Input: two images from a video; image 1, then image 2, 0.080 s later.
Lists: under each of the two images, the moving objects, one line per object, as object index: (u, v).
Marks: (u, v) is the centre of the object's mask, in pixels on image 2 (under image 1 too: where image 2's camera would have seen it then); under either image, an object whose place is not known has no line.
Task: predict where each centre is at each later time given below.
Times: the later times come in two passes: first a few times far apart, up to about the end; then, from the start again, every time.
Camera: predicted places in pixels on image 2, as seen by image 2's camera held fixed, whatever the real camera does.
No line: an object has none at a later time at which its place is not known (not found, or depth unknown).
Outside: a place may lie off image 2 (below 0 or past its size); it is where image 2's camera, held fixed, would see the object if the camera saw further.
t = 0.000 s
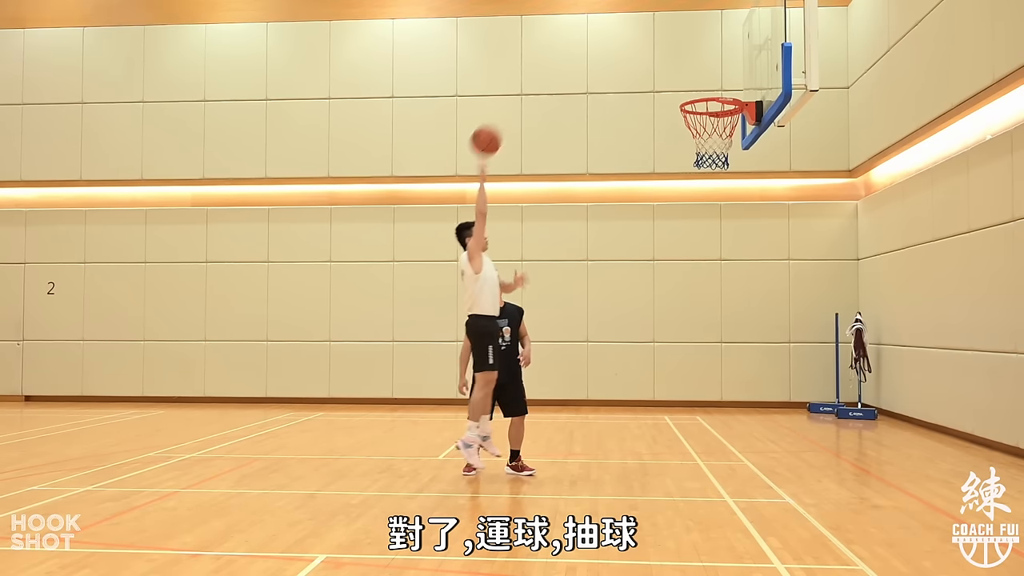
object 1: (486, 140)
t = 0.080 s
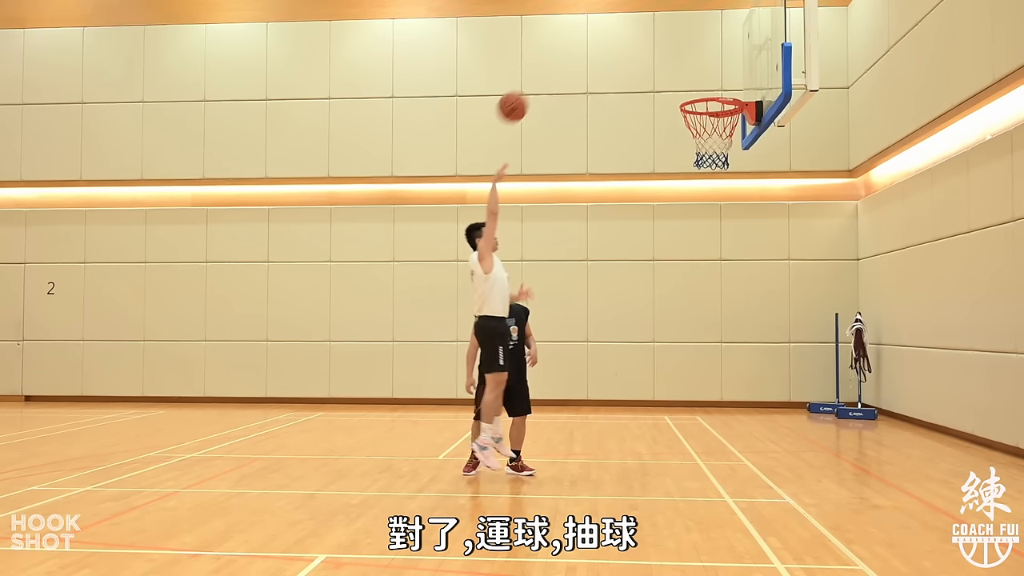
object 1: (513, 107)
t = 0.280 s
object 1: (578, 57)
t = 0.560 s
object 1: (669, 67)
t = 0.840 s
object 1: (733, 85)
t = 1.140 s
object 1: (728, 83)
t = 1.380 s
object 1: (724, 167)
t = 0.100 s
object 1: (519, 99)
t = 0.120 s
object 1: (526, 93)
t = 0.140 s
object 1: (532, 86)
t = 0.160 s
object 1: (539, 81)
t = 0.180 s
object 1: (546, 75)
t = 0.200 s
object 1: (552, 71)
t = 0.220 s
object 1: (559, 67)
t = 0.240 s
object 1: (565, 63)
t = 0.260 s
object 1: (572, 60)
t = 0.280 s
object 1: (578, 57)
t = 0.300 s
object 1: (585, 54)
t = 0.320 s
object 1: (591, 53)
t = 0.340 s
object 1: (598, 51)
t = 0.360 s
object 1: (604, 50)
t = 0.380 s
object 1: (611, 50)
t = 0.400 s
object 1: (617, 50)
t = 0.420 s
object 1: (624, 50)
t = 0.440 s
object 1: (630, 51)
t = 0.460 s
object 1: (636, 53)
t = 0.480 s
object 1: (643, 55)
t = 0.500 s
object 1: (649, 57)
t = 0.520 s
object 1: (656, 60)
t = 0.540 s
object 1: (662, 63)
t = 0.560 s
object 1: (669, 67)
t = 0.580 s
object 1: (675, 72)
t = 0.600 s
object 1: (681, 77)
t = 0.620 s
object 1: (688, 82)
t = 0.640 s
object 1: (694, 87)
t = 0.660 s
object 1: (701, 90)
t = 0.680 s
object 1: (706, 98)
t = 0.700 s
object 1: (710, 94)
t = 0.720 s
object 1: (713, 93)
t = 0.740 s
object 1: (717, 91)
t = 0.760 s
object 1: (722, 88)
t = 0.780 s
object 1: (726, 87)
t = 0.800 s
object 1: (730, 87)
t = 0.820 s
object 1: (733, 88)
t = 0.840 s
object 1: (733, 85)
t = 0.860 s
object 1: (732, 83)
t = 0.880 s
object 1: (732, 80)
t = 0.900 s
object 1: (731, 77)
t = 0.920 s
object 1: (731, 75)
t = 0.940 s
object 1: (731, 73)
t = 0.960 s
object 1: (731, 72)
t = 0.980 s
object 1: (730, 71)
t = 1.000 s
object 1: (730, 71)
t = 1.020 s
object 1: (729, 71)
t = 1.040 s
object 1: (729, 72)
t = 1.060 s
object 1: (729, 73)
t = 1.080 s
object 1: (729, 75)
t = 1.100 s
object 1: (729, 77)
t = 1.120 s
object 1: (728, 80)
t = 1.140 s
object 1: (728, 83)
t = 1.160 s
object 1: (728, 87)
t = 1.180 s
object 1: (727, 91)
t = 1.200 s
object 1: (727, 97)
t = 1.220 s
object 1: (727, 102)
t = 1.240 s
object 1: (726, 108)
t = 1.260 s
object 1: (726, 115)
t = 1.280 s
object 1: (726, 123)
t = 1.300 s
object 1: (725, 130)
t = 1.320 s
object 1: (725, 139)
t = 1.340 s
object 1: (725, 148)
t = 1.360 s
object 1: (724, 157)
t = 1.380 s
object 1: (724, 167)
